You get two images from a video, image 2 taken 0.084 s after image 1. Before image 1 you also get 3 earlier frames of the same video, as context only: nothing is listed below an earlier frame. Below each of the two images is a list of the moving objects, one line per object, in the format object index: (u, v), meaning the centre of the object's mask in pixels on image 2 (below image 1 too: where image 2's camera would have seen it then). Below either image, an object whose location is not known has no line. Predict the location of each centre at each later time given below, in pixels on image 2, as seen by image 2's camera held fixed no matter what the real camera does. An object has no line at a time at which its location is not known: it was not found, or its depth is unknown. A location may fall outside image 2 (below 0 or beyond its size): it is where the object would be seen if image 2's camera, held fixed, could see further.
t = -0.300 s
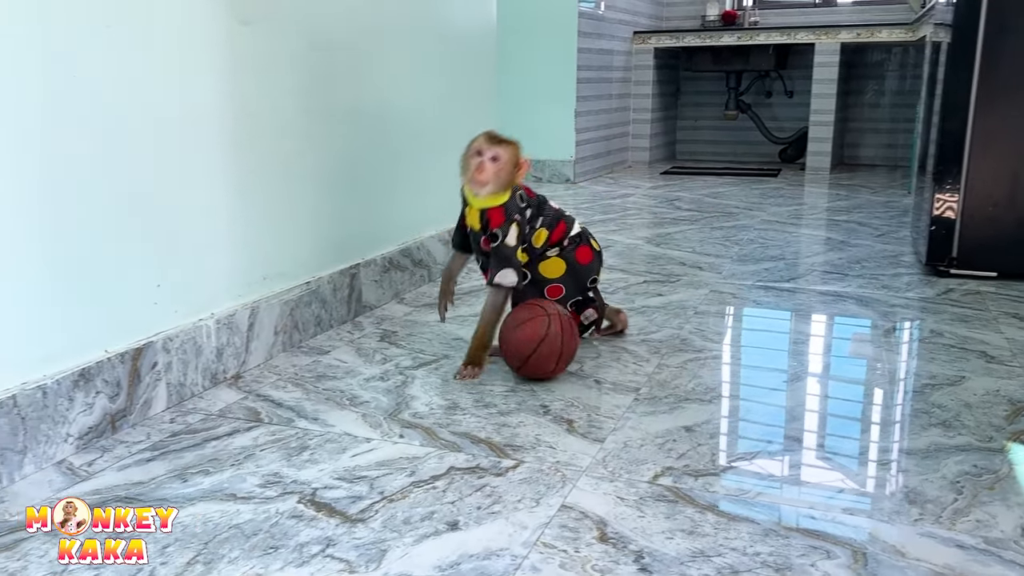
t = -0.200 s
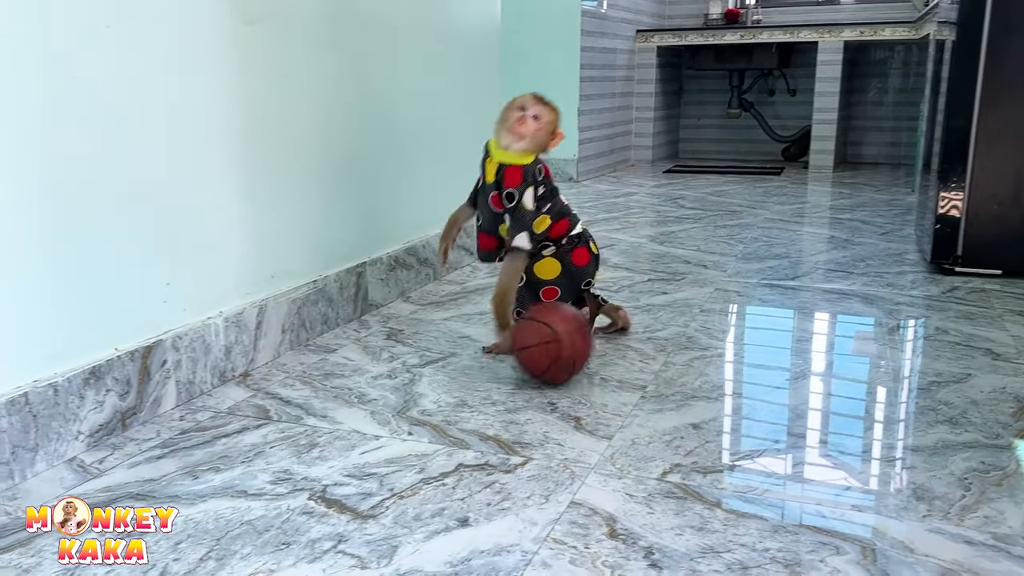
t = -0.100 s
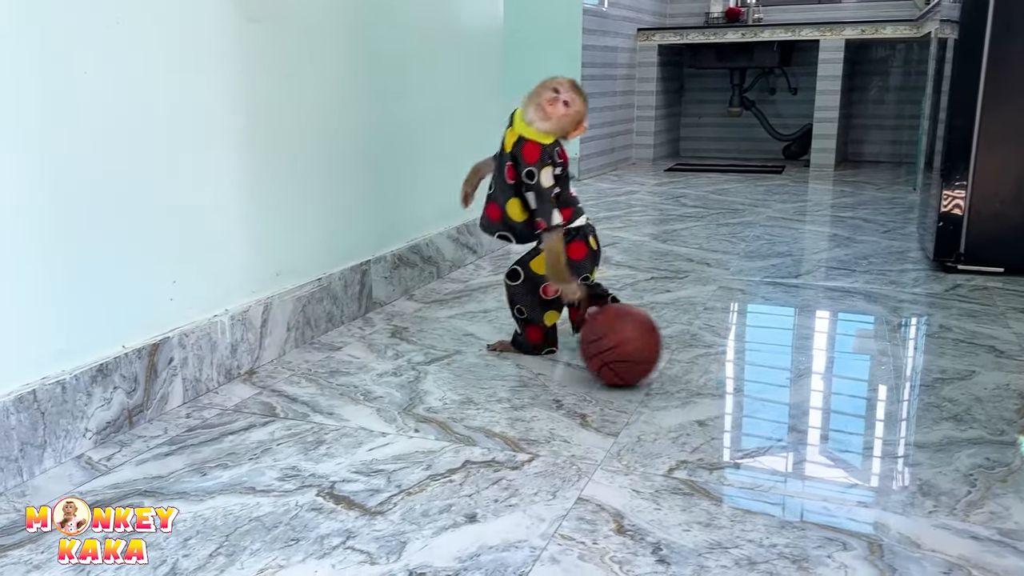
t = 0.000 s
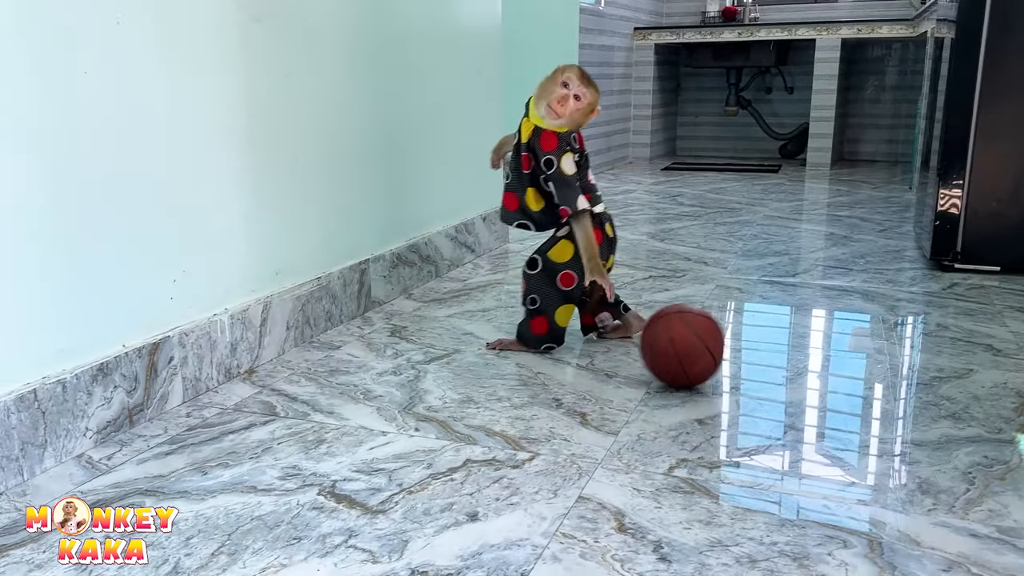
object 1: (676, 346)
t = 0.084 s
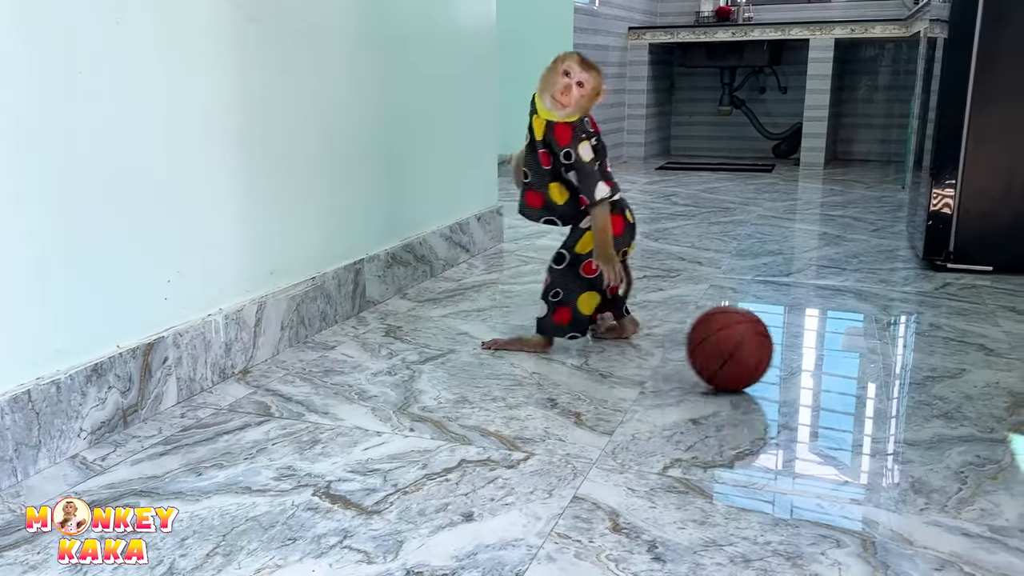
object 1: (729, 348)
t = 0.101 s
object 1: (740, 348)
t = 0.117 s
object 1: (751, 349)
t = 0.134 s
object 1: (762, 350)
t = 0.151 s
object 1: (772, 351)
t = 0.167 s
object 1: (784, 352)
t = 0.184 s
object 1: (794, 352)
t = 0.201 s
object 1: (805, 352)
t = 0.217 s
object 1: (815, 353)
